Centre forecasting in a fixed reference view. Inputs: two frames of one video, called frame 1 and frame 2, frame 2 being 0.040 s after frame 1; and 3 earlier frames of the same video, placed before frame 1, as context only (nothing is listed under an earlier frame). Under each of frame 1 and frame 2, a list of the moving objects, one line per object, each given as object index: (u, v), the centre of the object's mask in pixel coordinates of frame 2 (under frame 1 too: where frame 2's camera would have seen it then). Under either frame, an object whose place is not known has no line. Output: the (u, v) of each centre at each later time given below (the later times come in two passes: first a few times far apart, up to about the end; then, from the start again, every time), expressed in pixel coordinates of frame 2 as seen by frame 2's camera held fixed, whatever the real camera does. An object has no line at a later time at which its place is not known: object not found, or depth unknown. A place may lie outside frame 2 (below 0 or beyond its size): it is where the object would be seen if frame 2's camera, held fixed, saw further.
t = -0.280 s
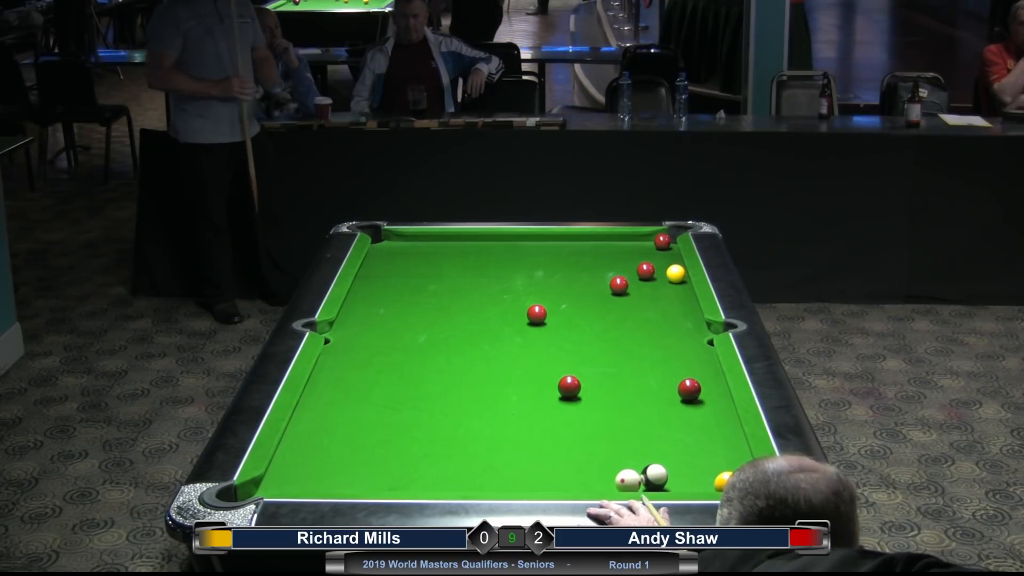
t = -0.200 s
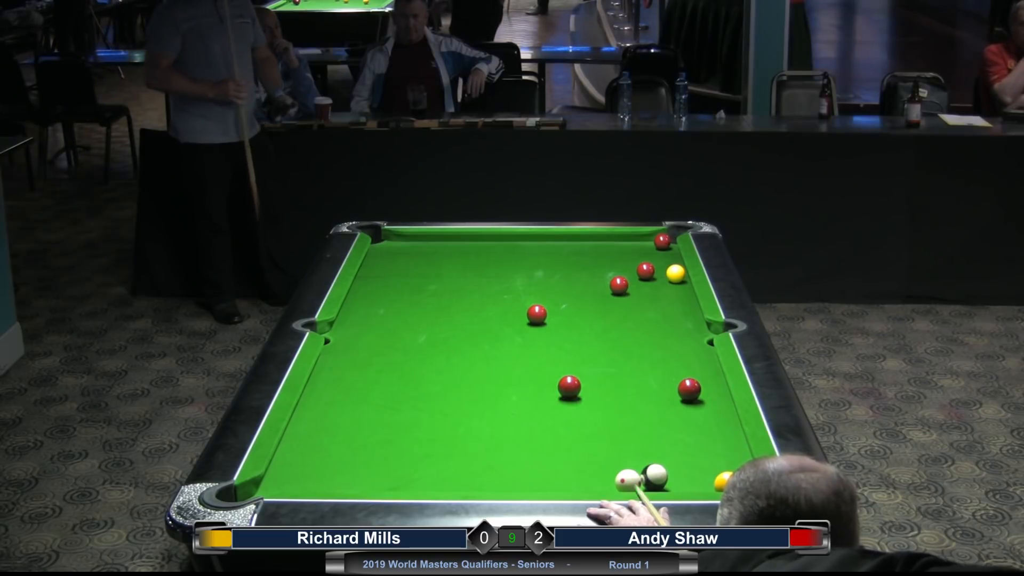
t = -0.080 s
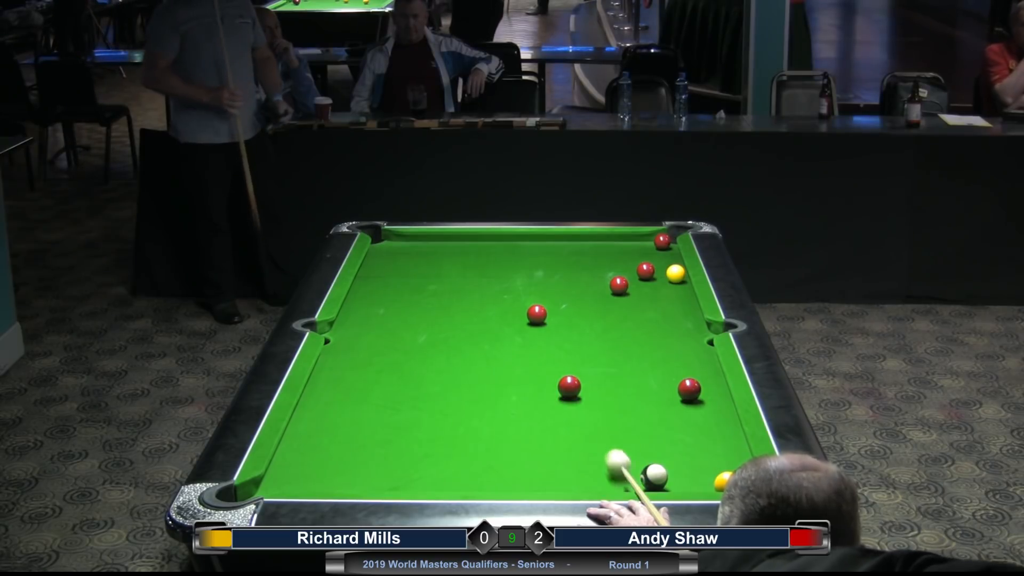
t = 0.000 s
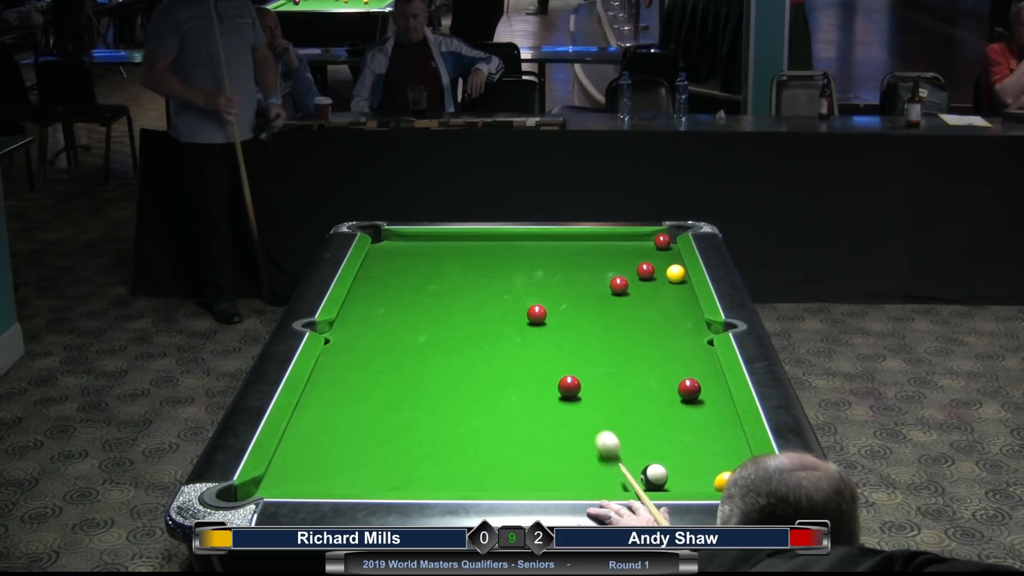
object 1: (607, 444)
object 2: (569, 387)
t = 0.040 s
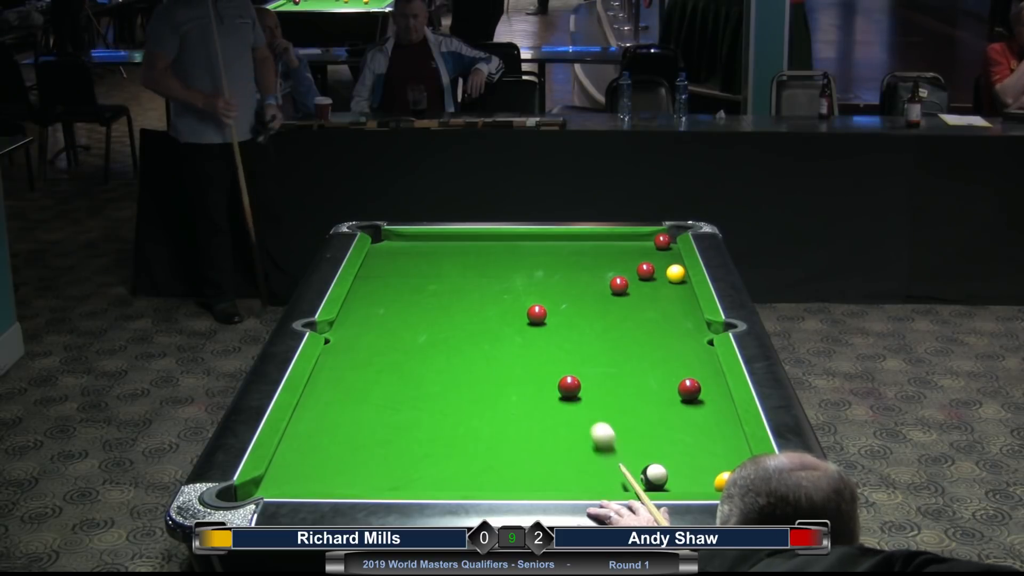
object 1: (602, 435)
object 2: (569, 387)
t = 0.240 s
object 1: (581, 396)
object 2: (567, 385)
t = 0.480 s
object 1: (601, 387)
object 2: (539, 364)
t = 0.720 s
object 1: (617, 377)
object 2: (514, 346)
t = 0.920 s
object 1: (629, 370)
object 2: (496, 333)
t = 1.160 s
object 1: (642, 362)
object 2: (476, 318)
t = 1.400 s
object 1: (654, 356)
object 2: (458, 305)
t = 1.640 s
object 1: (664, 351)
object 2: (442, 293)
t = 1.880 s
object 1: (670, 345)
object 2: (427, 283)
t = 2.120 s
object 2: (414, 274)
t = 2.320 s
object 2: (404, 267)
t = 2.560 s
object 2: (394, 260)
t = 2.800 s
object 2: (384, 253)
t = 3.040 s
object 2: (378, 247)
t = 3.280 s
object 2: (385, 243)
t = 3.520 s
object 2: (392, 239)
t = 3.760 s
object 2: (395, 237)
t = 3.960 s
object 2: (394, 238)
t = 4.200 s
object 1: (698, 334)
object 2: (392, 239)
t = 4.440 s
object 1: (698, 334)
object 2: (391, 239)
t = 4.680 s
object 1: (698, 334)
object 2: (390, 240)
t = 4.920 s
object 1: (698, 334)
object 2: (390, 239)
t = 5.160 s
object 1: (698, 334)
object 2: (390, 240)
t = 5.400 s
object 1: (698, 334)
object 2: (390, 239)
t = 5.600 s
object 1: (698, 334)
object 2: (390, 239)
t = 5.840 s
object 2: (390, 239)
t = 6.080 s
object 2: (390, 239)
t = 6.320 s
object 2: (390, 239)
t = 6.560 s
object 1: (698, 334)
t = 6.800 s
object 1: (698, 334)
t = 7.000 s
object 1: (698, 334)
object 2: (390, 239)
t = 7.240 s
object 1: (698, 334)
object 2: (390, 239)
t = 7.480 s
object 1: (698, 334)
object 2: (390, 239)
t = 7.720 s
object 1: (698, 334)
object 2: (390, 239)
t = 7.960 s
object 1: (698, 334)
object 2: (390, 239)
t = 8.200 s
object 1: (698, 334)
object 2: (390, 239)
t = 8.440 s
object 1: (698, 334)
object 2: (390, 239)
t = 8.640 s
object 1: (698, 334)
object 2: (390, 239)
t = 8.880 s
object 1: (698, 334)
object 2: (390, 239)
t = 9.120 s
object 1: (698, 334)
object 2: (390, 239)
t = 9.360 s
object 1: (698, 334)
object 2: (390, 239)
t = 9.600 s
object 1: (698, 334)
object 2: (390, 239)
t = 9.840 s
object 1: (698, 334)
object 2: (390, 239)
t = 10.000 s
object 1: (698, 334)
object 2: (390, 239)
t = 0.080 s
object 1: (598, 426)
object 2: (569, 387)
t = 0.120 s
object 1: (593, 419)
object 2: (569, 387)
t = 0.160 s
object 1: (589, 411)
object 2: (569, 387)
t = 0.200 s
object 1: (584, 403)
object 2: (569, 386)
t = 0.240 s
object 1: (581, 396)
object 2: (567, 385)
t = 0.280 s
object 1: (584, 395)
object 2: (563, 382)
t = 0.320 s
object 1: (588, 393)
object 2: (557, 378)
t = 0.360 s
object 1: (592, 392)
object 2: (552, 374)
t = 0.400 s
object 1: (595, 390)
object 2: (548, 371)
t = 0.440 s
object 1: (598, 388)
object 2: (543, 367)
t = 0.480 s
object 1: (601, 387)
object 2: (539, 364)
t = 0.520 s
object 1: (604, 385)
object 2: (535, 361)
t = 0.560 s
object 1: (606, 383)
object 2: (530, 358)
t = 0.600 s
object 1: (609, 382)
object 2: (526, 355)
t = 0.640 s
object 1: (612, 380)
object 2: (522, 351)
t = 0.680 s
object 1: (615, 378)
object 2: (518, 349)
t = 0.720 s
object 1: (617, 377)
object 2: (514, 346)
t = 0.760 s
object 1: (620, 375)
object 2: (510, 343)
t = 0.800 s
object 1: (622, 374)
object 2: (507, 340)
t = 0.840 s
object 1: (624, 372)
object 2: (503, 338)
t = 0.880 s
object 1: (627, 371)
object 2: (499, 335)
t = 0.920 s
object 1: (629, 370)
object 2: (496, 333)
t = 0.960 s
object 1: (631, 368)
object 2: (492, 330)
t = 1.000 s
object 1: (634, 367)
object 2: (489, 327)
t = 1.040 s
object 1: (636, 366)
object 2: (486, 325)
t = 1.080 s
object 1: (638, 364)
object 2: (482, 322)
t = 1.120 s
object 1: (640, 363)
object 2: (479, 320)
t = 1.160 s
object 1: (642, 362)
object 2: (476, 318)
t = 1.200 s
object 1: (644, 361)
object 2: (473, 316)
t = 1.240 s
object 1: (646, 360)
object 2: (470, 313)
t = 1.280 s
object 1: (648, 359)
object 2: (467, 311)
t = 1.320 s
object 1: (650, 358)
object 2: (464, 309)
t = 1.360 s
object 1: (652, 357)
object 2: (461, 307)
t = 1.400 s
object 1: (654, 356)
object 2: (458, 305)
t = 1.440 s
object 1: (656, 355)
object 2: (455, 303)
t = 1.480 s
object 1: (658, 354)
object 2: (452, 301)
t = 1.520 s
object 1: (659, 353)
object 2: (450, 299)
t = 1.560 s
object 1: (661, 352)
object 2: (447, 297)
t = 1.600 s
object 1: (663, 352)
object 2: (444, 295)
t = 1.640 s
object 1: (664, 351)
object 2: (442, 293)
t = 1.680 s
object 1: (666, 350)
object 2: (439, 291)
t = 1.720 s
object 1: (667, 349)
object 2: (437, 290)
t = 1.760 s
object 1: (669, 348)
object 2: (434, 288)
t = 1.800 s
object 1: (669, 347)
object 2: (432, 286)
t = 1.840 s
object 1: (669, 347)
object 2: (429, 285)
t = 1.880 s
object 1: (670, 345)
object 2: (427, 283)
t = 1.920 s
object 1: (670, 343)
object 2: (425, 282)
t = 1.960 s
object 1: (669, 341)
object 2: (423, 280)
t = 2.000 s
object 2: (421, 278)
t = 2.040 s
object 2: (418, 277)
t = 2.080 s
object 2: (416, 275)
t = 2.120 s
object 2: (414, 274)
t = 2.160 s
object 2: (412, 273)
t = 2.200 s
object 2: (410, 271)
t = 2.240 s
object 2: (408, 270)
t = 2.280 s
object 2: (406, 269)
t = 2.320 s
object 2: (404, 267)
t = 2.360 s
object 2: (402, 266)
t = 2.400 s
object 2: (401, 264)
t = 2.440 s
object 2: (399, 263)
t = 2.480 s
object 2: (397, 262)
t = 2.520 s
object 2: (395, 261)
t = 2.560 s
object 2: (394, 260)
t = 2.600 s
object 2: (392, 258)
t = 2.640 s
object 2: (391, 257)
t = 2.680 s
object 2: (389, 256)
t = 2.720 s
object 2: (387, 255)
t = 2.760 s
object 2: (386, 254)
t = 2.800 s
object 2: (384, 253)
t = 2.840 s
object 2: (383, 252)
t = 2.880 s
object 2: (381, 251)
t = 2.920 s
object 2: (380, 250)
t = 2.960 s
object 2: (378, 249)
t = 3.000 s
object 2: (377, 248)
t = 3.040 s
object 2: (378, 247)
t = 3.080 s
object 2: (379, 247)
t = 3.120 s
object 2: (380, 246)
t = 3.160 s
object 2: (382, 245)
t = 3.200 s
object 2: (383, 244)
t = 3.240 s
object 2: (384, 243)
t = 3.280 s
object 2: (385, 243)
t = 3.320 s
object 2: (387, 242)
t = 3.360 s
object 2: (388, 242)
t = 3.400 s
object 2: (389, 241)
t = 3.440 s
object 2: (390, 240)
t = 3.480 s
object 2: (391, 240)
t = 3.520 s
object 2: (392, 239)
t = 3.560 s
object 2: (392, 239)
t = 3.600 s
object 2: (393, 238)
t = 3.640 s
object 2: (394, 238)
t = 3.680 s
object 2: (395, 237)
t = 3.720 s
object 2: (396, 237)
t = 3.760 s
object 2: (395, 237)
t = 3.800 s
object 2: (395, 237)
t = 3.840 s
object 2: (395, 237)
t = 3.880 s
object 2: (394, 237)
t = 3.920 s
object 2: (394, 238)
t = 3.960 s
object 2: (394, 238)
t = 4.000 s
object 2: (394, 238)
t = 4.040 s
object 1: (694, 331)
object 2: (393, 238)
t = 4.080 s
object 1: (697, 333)
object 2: (393, 238)
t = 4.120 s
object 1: (698, 334)
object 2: (393, 239)
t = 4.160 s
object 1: (698, 334)
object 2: (392, 239)
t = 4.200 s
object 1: (698, 334)
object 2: (392, 239)
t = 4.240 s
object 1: (698, 334)
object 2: (392, 239)
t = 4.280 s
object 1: (698, 334)
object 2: (392, 239)
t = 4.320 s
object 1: (698, 334)
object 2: (391, 239)
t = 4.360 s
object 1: (698, 334)
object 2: (391, 239)
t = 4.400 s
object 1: (698, 334)
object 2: (391, 239)
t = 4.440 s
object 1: (698, 334)
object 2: (391, 239)
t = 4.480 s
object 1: (698, 334)
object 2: (391, 239)
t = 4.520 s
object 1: (698, 334)
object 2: (390, 240)
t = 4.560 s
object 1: (698, 334)
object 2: (390, 240)
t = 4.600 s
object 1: (698, 334)
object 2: (390, 240)
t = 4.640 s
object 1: (698, 334)
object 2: (390, 239)
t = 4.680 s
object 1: (698, 334)
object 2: (390, 240)
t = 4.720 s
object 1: (698, 334)
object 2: (390, 239)
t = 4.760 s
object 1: (698, 334)
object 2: (390, 239)
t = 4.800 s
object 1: (698, 334)
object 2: (390, 240)
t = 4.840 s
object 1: (698, 334)
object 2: (390, 240)
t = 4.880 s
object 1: (698, 334)
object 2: (390, 239)
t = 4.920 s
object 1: (698, 334)
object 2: (390, 239)
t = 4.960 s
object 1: (698, 333)
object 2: (390, 239)
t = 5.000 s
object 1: (698, 334)
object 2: (390, 239)
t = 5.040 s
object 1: (698, 334)
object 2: (390, 240)
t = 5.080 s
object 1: (698, 334)
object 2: (390, 239)
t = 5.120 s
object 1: (698, 334)
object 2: (390, 239)
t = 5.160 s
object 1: (698, 334)
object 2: (390, 240)
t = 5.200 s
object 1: (698, 334)
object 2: (390, 240)
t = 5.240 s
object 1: (698, 334)
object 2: (390, 240)
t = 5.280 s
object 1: (698, 334)
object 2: (390, 239)
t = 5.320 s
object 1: (698, 334)
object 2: (390, 240)
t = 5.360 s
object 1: (698, 334)
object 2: (390, 239)
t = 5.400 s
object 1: (698, 334)
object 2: (390, 239)
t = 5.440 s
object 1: (698, 334)
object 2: (390, 240)
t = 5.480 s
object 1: (698, 334)
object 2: (390, 239)
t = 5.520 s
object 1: (698, 334)
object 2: (390, 239)
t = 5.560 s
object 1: (698, 334)
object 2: (390, 239)
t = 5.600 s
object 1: (698, 334)
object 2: (390, 239)
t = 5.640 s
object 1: (698, 334)
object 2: (390, 239)
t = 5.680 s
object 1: (698, 334)
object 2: (390, 239)
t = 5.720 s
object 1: (698, 334)
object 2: (390, 239)
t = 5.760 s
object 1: (697, 334)
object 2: (390, 239)
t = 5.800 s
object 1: (692, 331)
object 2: (390, 239)
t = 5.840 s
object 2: (390, 239)
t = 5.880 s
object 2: (390, 239)
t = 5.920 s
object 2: (390, 239)
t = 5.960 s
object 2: (390, 239)
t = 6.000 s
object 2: (390, 239)
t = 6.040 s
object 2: (390, 239)
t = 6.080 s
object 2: (390, 239)
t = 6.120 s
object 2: (390, 239)
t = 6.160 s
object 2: (390, 239)
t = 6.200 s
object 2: (390, 239)
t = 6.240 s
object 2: (390, 239)
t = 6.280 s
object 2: (390, 239)
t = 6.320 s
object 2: (390, 239)
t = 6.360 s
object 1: (703, 333)
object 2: (390, 239)
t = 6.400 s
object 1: (698, 334)
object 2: (390, 239)
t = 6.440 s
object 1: (698, 334)
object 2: (390, 239)
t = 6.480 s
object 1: (698, 334)
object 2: (390, 239)
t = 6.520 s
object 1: (698, 334)
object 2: (390, 239)
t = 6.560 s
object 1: (698, 334)
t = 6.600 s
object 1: (698, 334)
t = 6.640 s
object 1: (698, 334)
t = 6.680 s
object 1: (698, 334)
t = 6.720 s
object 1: (698, 334)
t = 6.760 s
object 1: (698, 334)
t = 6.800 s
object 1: (698, 334)
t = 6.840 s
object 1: (698, 334)
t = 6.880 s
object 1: (698, 334)
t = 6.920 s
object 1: (698, 334)
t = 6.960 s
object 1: (698, 334)
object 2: (391, 239)
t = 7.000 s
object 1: (698, 334)
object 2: (390, 239)
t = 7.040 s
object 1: (698, 334)
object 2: (390, 239)
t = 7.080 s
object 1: (698, 334)
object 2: (390, 239)
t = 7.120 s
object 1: (698, 334)
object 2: (390, 239)
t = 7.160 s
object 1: (698, 334)
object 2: (390, 239)
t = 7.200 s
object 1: (698, 334)
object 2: (390, 239)
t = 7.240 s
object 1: (698, 334)
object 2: (390, 239)
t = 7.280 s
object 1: (698, 334)
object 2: (390, 239)
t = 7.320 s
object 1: (698, 334)
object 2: (390, 239)
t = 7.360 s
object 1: (698, 334)
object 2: (390, 239)
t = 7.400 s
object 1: (698, 334)
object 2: (390, 239)
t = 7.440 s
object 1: (698, 334)
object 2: (390, 239)
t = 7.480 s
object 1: (698, 334)
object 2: (390, 239)
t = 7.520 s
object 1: (698, 334)
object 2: (390, 239)
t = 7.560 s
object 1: (698, 334)
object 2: (390, 239)
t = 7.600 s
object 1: (698, 334)
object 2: (390, 239)
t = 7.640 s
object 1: (698, 334)
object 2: (390, 239)
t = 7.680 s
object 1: (698, 334)
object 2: (390, 239)
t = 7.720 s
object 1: (698, 334)
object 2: (390, 239)
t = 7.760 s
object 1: (698, 334)
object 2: (390, 239)
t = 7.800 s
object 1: (698, 334)
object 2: (390, 239)
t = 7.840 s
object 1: (698, 334)
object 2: (390, 239)
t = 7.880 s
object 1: (698, 334)
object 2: (390, 239)
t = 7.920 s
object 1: (698, 334)
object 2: (390, 239)
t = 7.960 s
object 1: (698, 334)
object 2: (390, 239)
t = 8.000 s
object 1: (698, 334)
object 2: (390, 239)
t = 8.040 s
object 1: (698, 334)
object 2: (390, 239)
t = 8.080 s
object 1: (698, 334)
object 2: (390, 239)
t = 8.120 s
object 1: (698, 334)
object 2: (390, 239)
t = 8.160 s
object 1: (698, 334)
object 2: (390, 239)
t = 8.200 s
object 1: (698, 334)
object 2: (390, 239)
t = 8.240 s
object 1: (698, 334)
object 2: (390, 239)
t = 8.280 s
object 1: (698, 334)
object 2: (390, 239)
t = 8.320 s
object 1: (698, 334)
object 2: (390, 239)
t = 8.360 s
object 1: (698, 334)
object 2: (390, 239)
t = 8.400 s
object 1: (698, 334)
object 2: (390, 239)
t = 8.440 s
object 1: (698, 334)
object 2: (390, 239)
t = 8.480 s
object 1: (698, 334)
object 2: (390, 239)
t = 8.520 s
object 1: (698, 334)
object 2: (390, 239)
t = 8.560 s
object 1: (698, 334)
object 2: (390, 239)
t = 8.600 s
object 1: (698, 334)
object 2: (390, 239)
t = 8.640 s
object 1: (698, 334)
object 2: (390, 239)
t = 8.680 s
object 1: (698, 334)
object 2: (390, 239)
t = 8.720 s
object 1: (698, 334)
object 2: (390, 239)
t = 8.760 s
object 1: (698, 334)
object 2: (390, 239)
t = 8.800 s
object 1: (698, 334)
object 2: (390, 239)
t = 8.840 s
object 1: (698, 334)
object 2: (390, 239)
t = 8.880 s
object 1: (698, 334)
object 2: (390, 239)
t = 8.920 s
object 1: (698, 334)
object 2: (390, 239)
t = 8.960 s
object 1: (698, 334)
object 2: (390, 239)
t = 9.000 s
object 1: (698, 334)
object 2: (390, 239)
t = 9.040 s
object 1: (698, 334)
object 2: (390, 239)
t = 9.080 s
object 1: (698, 334)
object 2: (390, 239)
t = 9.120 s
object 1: (698, 334)
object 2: (390, 239)
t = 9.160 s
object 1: (698, 334)
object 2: (390, 239)
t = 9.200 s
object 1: (698, 334)
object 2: (390, 239)
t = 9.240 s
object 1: (698, 334)
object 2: (390, 239)
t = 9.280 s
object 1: (698, 334)
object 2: (390, 239)
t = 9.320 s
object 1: (698, 334)
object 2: (390, 239)
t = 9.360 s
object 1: (698, 334)
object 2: (390, 239)
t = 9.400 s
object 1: (698, 334)
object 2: (390, 239)
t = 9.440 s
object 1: (698, 334)
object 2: (390, 239)
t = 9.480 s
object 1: (698, 334)
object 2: (390, 239)
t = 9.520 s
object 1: (698, 334)
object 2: (390, 239)
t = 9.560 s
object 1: (698, 334)
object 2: (390, 239)
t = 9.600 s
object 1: (698, 334)
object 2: (390, 239)
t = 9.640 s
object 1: (698, 334)
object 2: (390, 239)
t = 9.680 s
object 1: (698, 334)
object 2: (390, 239)
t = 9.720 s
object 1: (698, 334)
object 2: (390, 239)
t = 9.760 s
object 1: (698, 334)
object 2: (390, 239)
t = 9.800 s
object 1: (698, 334)
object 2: (390, 239)
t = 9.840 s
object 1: (698, 334)
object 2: (390, 239)
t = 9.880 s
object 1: (698, 334)
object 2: (390, 239)
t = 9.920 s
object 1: (698, 334)
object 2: (390, 239)
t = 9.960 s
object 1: (698, 334)
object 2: (390, 239)
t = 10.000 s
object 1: (698, 334)
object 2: (390, 239)
